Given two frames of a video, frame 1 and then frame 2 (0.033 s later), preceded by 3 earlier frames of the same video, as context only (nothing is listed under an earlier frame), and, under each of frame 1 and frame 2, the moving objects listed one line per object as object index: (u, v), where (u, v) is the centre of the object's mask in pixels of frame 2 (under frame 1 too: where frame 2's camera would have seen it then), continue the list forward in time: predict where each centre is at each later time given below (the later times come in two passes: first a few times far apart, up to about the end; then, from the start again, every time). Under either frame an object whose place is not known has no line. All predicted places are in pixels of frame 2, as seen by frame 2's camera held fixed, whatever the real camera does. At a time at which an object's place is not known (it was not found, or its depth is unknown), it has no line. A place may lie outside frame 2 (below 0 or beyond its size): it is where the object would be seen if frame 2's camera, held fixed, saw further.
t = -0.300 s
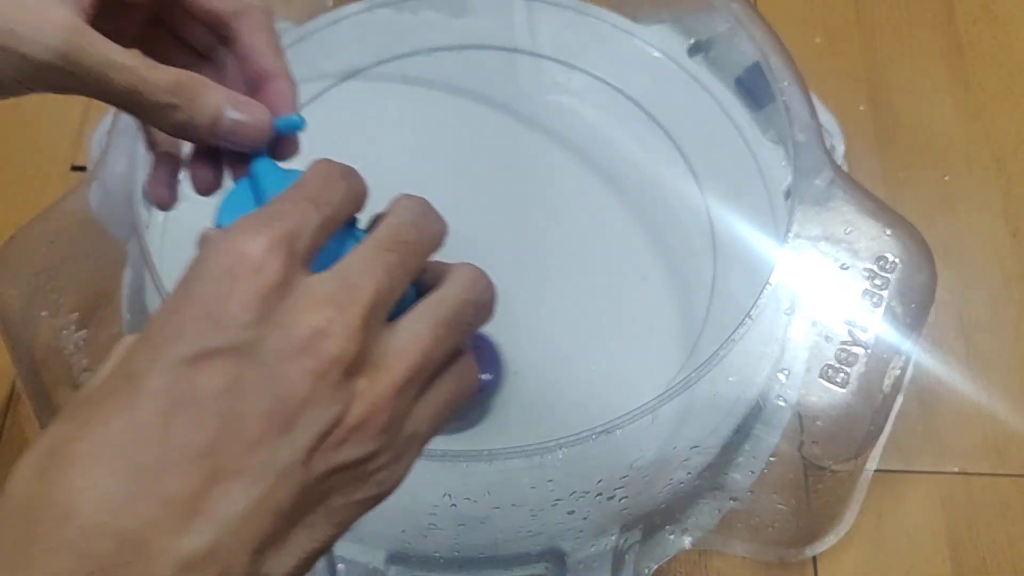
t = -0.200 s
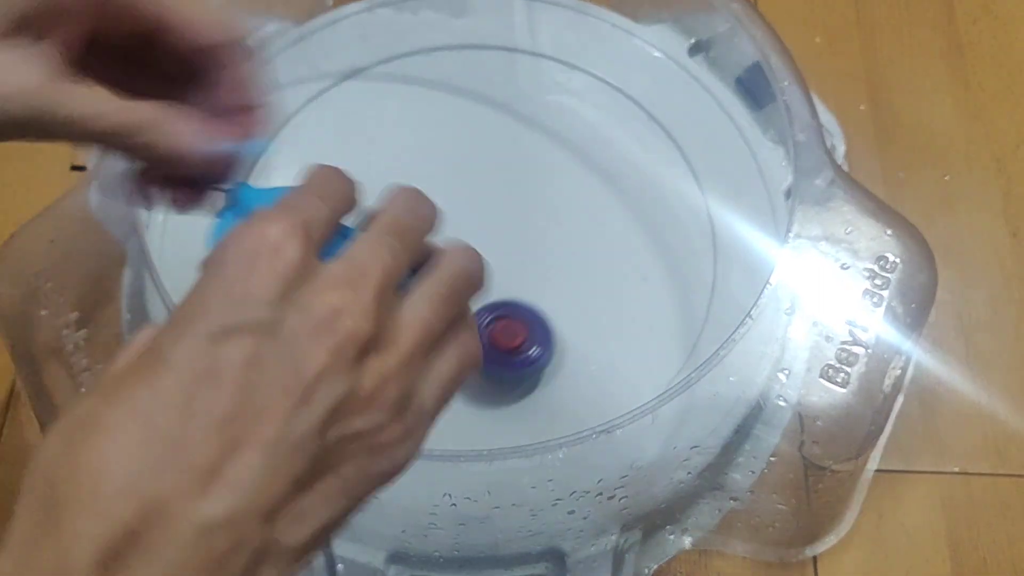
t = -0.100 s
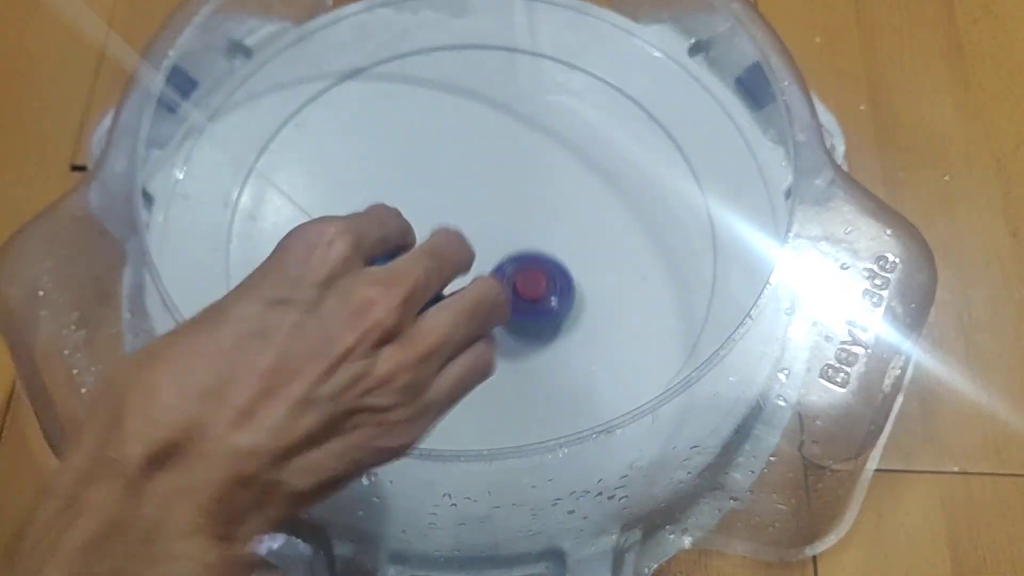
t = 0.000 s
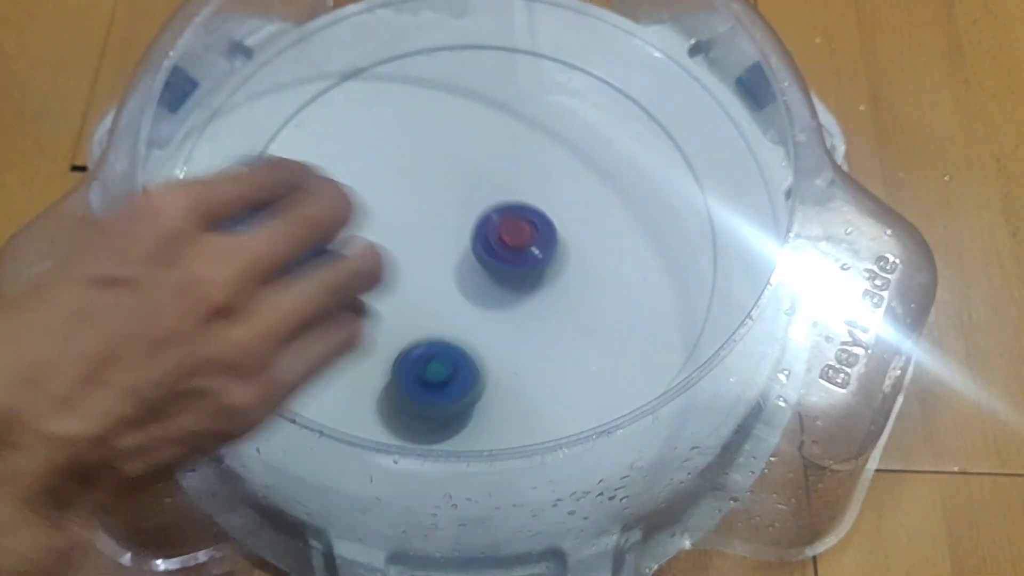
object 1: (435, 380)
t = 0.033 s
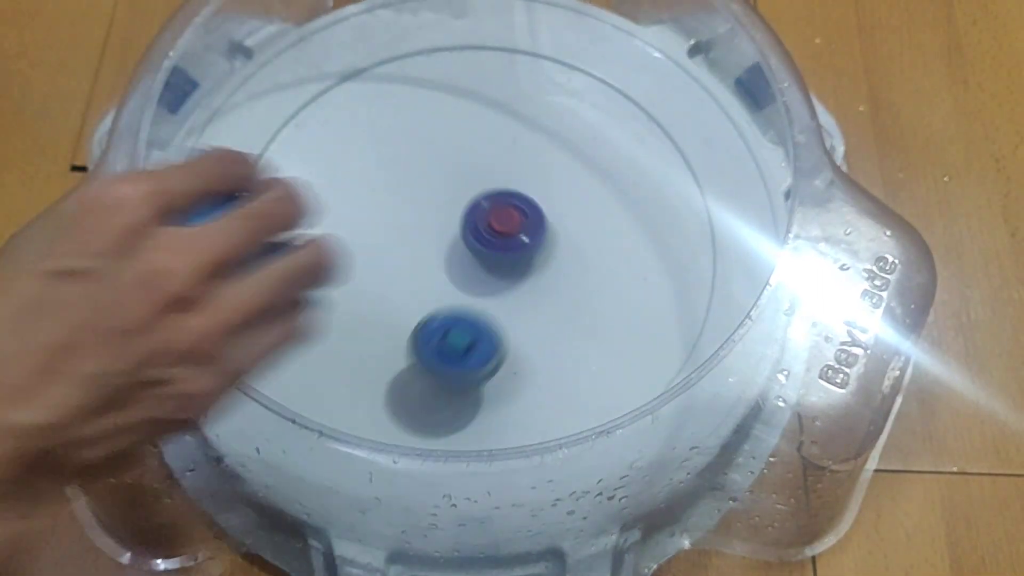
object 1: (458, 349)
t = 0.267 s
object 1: (506, 211)
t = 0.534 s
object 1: (280, 135)
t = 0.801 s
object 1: (227, 360)
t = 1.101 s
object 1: (424, 349)
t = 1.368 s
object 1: (380, 316)
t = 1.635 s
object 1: (395, 252)
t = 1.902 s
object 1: (317, 205)
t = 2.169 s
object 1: (357, 264)
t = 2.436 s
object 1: (425, 176)
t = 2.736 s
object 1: (338, 161)
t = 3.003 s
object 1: (415, 222)
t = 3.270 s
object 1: (483, 124)
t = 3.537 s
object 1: (392, 133)
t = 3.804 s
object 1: (489, 230)
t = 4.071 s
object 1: (583, 123)
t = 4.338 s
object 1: (433, 127)
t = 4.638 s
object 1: (569, 295)
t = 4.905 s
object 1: (661, 127)
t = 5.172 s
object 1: (444, 163)
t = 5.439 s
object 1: (545, 372)
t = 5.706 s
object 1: (672, 198)
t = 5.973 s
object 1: (440, 206)
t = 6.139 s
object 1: (410, 357)
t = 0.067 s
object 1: (479, 324)
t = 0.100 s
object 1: (499, 311)
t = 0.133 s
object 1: (518, 304)
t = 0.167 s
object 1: (520, 276)
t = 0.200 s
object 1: (520, 251)
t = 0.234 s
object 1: (519, 238)
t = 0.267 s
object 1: (506, 211)
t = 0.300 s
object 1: (489, 190)
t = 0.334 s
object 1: (471, 176)
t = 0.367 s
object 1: (444, 156)
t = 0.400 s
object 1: (417, 145)
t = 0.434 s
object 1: (387, 133)
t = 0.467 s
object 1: (355, 129)
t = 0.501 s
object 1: (320, 129)
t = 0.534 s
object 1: (280, 135)
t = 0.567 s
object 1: (254, 157)
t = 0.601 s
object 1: (244, 190)
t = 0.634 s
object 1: (239, 241)
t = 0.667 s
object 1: (230, 271)
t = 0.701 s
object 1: (226, 308)
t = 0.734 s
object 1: (229, 325)
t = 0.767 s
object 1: (220, 348)
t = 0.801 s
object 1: (227, 360)
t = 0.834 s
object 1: (238, 367)
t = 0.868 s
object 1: (252, 371)
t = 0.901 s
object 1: (274, 369)
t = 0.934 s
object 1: (289, 373)
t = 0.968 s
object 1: (310, 379)
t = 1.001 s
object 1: (335, 381)
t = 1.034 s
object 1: (371, 376)
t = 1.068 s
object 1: (398, 367)
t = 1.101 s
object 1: (424, 349)
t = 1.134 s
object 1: (443, 328)
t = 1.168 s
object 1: (456, 302)
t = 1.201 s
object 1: (461, 275)
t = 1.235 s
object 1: (453, 261)
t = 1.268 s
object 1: (432, 275)
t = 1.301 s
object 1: (412, 297)
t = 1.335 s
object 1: (394, 314)
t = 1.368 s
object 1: (380, 316)
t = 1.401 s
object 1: (369, 326)
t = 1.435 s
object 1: (366, 315)
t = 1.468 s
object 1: (367, 311)
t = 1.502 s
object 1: (374, 298)
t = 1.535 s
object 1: (381, 289)
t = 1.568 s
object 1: (389, 278)
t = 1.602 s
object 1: (394, 265)
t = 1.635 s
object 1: (395, 252)
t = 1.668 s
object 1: (391, 238)
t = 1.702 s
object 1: (384, 226)
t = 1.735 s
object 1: (374, 215)
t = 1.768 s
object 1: (363, 208)
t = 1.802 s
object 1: (350, 203)
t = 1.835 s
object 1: (339, 200)
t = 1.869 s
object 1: (327, 201)
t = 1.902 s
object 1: (317, 205)
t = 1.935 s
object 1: (310, 212)
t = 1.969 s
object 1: (305, 221)
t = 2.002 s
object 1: (304, 231)
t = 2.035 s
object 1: (308, 242)
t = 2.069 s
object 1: (315, 252)
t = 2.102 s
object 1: (326, 259)
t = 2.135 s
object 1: (339, 262)
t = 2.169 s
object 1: (357, 264)
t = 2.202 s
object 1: (374, 262)
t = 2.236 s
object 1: (388, 257)
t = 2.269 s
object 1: (403, 246)
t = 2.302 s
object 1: (413, 234)
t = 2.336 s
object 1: (421, 220)
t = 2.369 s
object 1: (426, 206)
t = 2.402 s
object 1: (427, 190)
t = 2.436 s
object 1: (425, 176)
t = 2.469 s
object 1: (419, 164)
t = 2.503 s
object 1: (410, 154)
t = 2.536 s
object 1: (399, 145)
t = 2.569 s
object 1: (387, 139)
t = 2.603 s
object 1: (375, 138)
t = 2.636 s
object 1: (363, 139)
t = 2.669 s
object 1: (352, 144)
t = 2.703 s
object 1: (343, 152)
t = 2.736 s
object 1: (338, 161)
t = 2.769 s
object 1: (336, 172)
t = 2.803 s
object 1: (338, 184)
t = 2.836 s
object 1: (343, 195)
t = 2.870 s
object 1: (353, 206)
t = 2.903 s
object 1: (366, 214)
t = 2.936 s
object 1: (381, 220)
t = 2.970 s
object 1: (396, 223)
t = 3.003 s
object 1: (415, 222)
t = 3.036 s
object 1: (433, 219)
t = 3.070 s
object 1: (451, 211)
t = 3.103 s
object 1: (467, 200)
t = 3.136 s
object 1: (478, 186)
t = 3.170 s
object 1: (486, 171)
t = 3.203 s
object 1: (490, 155)
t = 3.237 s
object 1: (489, 138)
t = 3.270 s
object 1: (483, 124)
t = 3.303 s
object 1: (474, 113)
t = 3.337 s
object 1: (462, 104)
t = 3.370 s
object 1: (450, 100)
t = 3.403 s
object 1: (435, 99)
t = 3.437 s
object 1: (421, 102)
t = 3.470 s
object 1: (409, 109)
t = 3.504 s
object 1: (398, 120)
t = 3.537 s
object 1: (392, 133)
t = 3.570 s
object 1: (388, 148)
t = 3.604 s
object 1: (390, 165)
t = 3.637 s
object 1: (396, 181)
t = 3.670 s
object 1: (407, 197)
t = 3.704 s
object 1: (422, 211)
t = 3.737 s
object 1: (441, 222)
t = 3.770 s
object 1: (465, 229)
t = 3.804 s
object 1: (489, 230)
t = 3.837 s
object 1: (512, 227)
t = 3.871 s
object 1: (535, 219)
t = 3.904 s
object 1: (554, 209)
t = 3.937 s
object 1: (569, 196)
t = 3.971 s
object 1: (581, 180)
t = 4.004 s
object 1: (587, 161)
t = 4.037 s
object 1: (588, 142)
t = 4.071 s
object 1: (583, 123)
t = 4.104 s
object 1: (572, 106)
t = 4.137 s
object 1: (558, 91)
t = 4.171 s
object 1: (539, 83)
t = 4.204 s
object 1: (516, 80)
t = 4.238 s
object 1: (492, 83)
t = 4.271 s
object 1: (470, 91)
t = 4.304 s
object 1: (449, 107)
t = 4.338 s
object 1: (433, 127)
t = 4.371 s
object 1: (422, 151)
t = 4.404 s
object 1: (417, 179)
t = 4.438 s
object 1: (419, 206)
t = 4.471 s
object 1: (429, 234)
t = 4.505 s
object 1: (447, 258)
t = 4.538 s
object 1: (472, 277)
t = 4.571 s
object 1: (501, 291)
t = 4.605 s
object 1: (533, 297)
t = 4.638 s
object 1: (569, 295)
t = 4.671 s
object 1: (602, 289)
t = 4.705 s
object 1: (632, 272)
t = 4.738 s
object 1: (656, 252)
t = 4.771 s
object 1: (674, 228)
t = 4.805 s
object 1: (684, 200)
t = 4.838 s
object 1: (685, 174)
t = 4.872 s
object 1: (679, 149)
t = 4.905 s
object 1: (661, 127)
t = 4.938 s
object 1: (638, 108)
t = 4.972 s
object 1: (613, 96)
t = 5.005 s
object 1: (583, 90)
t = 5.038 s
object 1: (549, 90)
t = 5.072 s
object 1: (519, 99)
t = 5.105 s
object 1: (489, 115)
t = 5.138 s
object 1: (465, 137)
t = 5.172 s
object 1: (444, 163)
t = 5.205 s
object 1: (430, 193)
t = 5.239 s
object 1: (425, 224)
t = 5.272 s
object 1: (427, 257)
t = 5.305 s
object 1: (436, 287)
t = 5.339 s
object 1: (455, 317)
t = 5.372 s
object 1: (479, 342)
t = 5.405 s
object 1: (509, 360)
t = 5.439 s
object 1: (545, 372)
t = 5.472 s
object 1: (579, 376)
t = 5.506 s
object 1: (615, 372)
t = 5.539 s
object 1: (651, 358)
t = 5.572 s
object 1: (678, 341)
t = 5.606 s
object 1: (691, 310)
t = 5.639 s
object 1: (694, 278)
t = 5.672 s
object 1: (693, 249)
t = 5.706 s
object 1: (672, 198)
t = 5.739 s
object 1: (653, 180)
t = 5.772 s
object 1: (625, 165)
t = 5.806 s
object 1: (596, 154)
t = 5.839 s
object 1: (564, 151)
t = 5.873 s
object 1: (528, 157)
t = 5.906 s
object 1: (496, 167)
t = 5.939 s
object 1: (465, 184)
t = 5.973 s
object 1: (440, 206)
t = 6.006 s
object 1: (420, 232)
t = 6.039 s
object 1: (406, 265)
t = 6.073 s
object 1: (399, 295)
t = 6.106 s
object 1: (401, 328)
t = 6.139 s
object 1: (410, 357)
